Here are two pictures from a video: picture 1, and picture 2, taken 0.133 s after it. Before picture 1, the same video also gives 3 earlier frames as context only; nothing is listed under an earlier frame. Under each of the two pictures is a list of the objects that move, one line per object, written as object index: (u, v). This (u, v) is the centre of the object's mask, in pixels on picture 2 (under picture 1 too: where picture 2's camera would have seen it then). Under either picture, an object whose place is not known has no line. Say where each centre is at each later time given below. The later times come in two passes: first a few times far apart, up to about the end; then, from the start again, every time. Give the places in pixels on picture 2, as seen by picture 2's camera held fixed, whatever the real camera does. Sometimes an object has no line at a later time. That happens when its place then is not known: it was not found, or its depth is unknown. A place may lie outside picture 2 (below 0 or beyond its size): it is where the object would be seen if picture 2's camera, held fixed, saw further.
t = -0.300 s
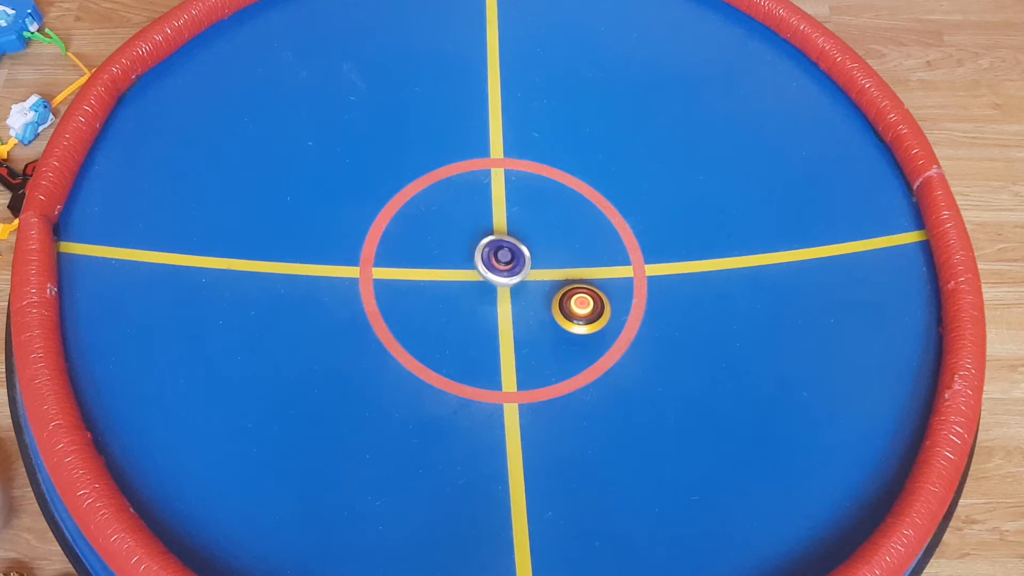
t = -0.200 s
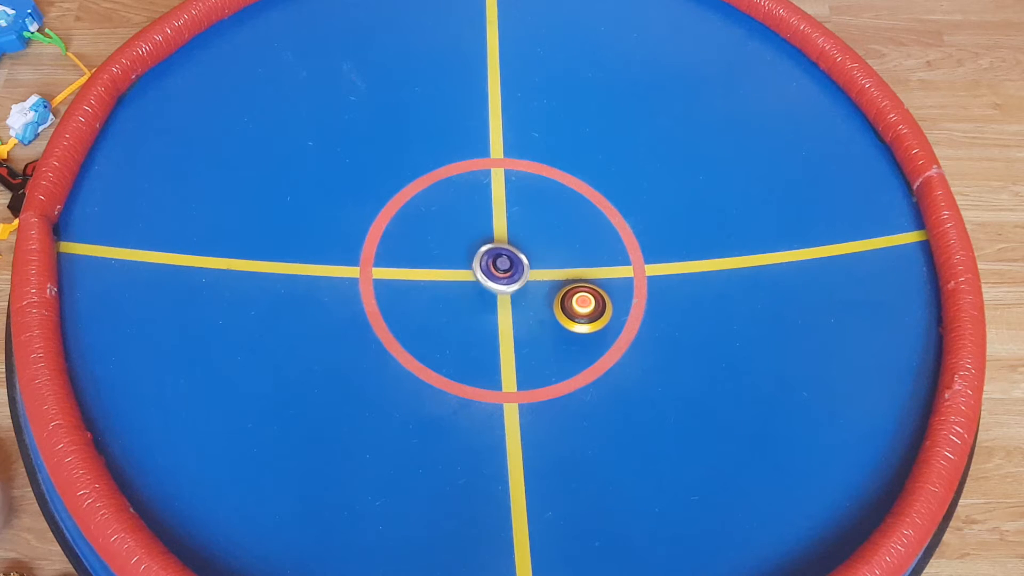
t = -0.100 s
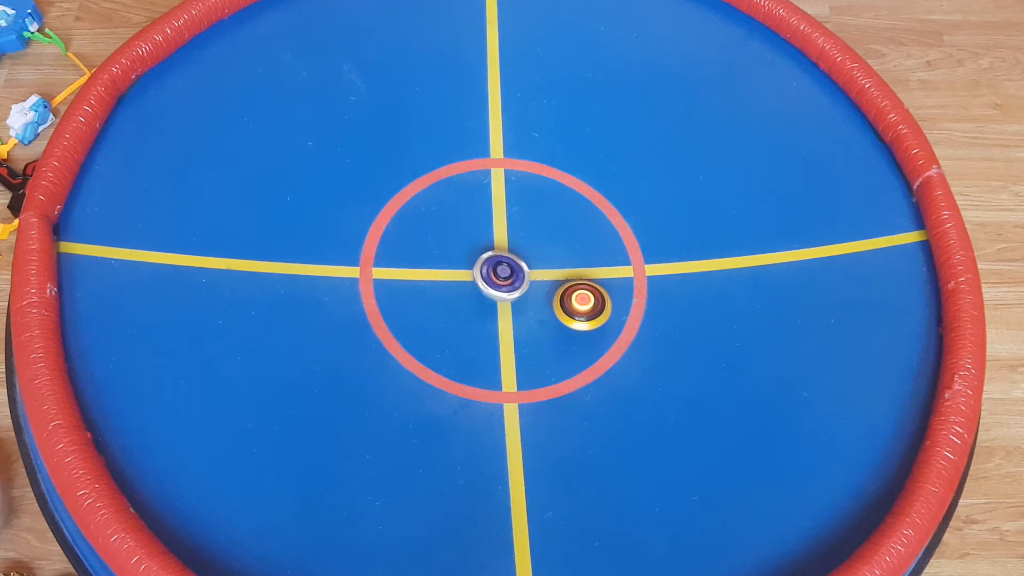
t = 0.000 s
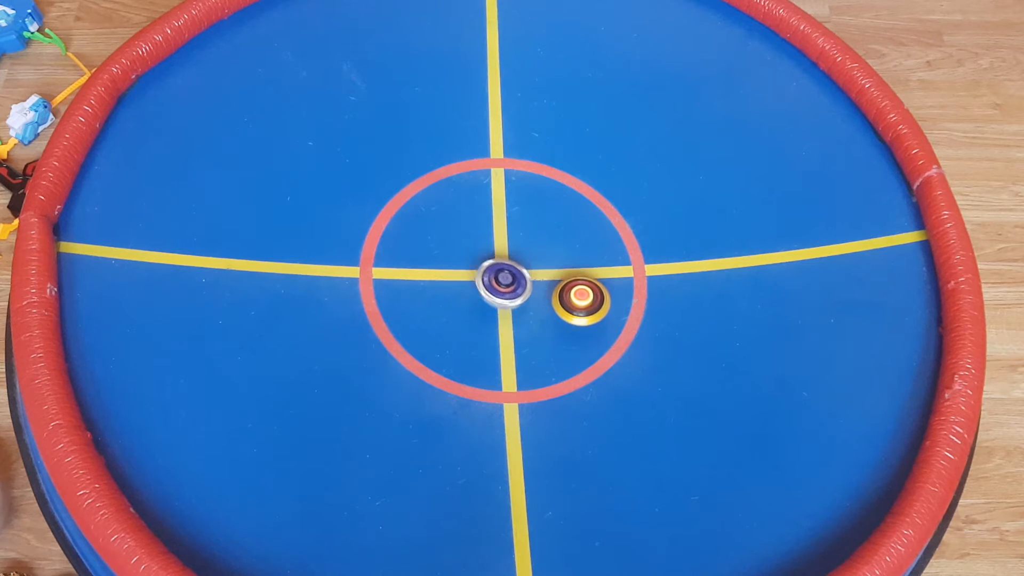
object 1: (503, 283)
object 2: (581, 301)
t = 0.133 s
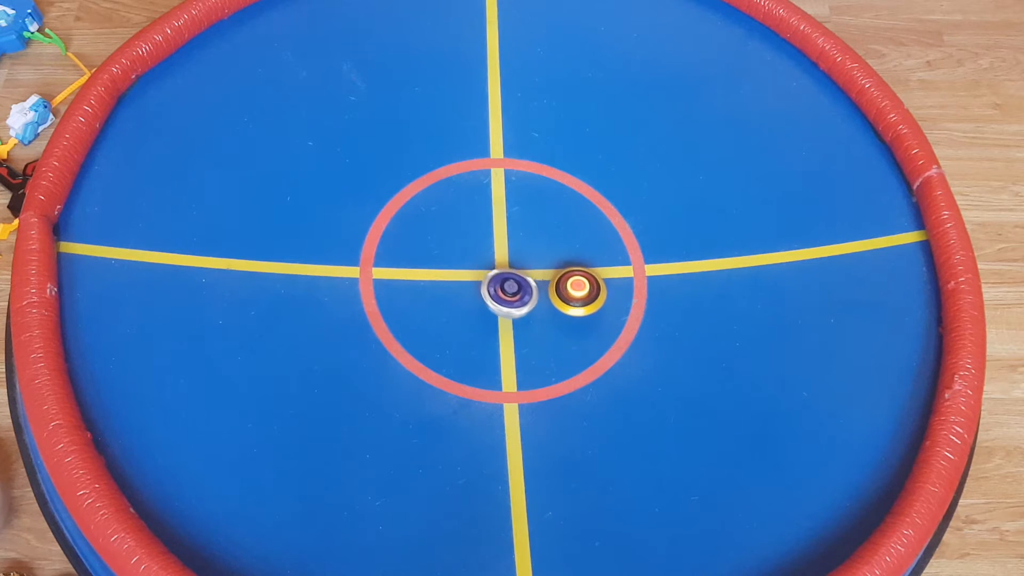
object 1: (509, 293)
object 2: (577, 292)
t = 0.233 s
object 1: (516, 298)
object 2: (575, 283)
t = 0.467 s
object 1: (534, 305)
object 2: (571, 263)
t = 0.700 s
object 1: (553, 303)
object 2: (570, 244)
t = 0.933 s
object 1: (571, 292)
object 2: (569, 234)
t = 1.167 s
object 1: (591, 298)
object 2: (552, 214)
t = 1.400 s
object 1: (606, 304)
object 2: (531, 186)
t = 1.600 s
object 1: (608, 300)
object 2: (514, 175)
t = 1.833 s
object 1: (601, 291)
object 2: (495, 176)
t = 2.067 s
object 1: (585, 281)
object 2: (480, 196)
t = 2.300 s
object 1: (564, 274)
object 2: (472, 224)
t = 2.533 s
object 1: (544, 271)
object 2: (475, 254)
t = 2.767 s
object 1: (553, 267)
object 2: (474, 281)
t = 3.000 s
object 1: (555, 275)
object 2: (499, 296)
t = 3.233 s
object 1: (584, 266)
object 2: (525, 331)
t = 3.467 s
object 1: (593, 256)
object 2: (563, 343)
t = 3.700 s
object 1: (593, 244)
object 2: (590, 341)
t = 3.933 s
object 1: (584, 235)
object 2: (610, 325)
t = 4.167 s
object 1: (568, 233)
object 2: (616, 300)
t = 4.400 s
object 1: (551, 237)
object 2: (607, 273)
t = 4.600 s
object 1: (519, 242)
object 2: (613, 258)
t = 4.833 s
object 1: (503, 251)
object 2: (613, 243)
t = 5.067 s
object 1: (499, 264)
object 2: (598, 233)
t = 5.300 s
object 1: (506, 276)
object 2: (572, 228)
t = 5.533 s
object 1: (521, 282)
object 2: (545, 229)
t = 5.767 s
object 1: (549, 306)
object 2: (508, 212)
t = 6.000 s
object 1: (568, 307)
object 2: (484, 204)
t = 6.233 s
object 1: (573, 292)
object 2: (463, 217)
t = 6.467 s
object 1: (565, 279)
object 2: (462, 240)
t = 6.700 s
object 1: (551, 273)
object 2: (481, 259)
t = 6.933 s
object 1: (594, 246)
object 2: (453, 289)
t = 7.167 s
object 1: (601, 239)
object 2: (453, 286)
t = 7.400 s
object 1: (607, 232)
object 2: (457, 261)
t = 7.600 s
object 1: (602, 229)
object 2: (451, 249)
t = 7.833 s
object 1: (591, 233)
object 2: (436, 244)
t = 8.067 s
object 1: (585, 242)
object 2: (427, 254)
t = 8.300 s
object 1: (586, 253)
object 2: (440, 268)
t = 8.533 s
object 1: (593, 262)
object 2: (461, 268)
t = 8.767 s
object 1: (605, 266)
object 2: (472, 255)
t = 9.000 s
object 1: (615, 262)
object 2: (470, 241)
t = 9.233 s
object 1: (613, 256)
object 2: (455, 235)
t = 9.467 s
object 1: (602, 256)
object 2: (442, 245)
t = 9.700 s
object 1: (591, 262)
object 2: (450, 259)
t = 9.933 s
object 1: (586, 271)
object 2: (469, 263)
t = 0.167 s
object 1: (511, 294)
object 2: (577, 289)
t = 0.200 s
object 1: (513, 296)
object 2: (576, 286)
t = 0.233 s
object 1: (516, 298)
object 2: (575, 283)
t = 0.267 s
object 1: (518, 300)
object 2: (575, 280)
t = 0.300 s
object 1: (521, 301)
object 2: (574, 277)
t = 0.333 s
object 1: (524, 302)
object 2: (573, 275)
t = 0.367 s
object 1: (526, 303)
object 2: (572, 272)
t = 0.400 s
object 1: (529, 304)
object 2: (571, 269)
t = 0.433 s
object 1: (532, 305)
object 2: (571, 266)
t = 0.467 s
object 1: (534, 305)
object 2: (571, 263)
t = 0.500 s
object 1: (537, 306)
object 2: (571, 260)
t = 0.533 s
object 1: (540, 306)
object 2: (570, 258)
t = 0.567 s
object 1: (542, 306)
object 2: (570, 254)
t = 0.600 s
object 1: (545, 305)
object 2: (570, 252)
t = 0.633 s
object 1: (548, 305)
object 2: (570, 249)
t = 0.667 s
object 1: (551, 304)
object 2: (569, 247)
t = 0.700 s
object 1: (553, 303)
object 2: (570, 244)
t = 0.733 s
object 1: (556, 302)
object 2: (570, 242)
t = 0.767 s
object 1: (559, 301)
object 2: (570, 240)
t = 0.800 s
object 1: (561, 300)
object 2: (570, 238)
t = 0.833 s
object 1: (564, 299)
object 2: (570, 237)
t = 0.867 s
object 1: (567, 297)
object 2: (570, 236)
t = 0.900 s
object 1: (569, 294)
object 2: (570, 235)
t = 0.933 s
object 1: (571, 292)
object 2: (569, 234)
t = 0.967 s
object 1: (572, 290)
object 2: (569, 234)
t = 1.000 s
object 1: (574, 288)
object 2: (568, 233)
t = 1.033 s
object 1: (575, 286)
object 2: (568, 233)
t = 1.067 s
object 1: (576, 283)
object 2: (567, 233)
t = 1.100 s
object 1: (578, 281)
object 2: (566, 233)
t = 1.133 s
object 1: (585, 289)
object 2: (559, 223)
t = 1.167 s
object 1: (591, 298)
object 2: (552, 214)
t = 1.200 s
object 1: (595, 303)
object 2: (548, 207)
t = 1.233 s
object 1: (598, 304)
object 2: (544, 202)
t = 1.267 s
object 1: (600, 305)
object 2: (541, 198)
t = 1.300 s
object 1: (602, 305)
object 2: (539, 195)
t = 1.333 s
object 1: (604, 304)
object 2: (536, 192)
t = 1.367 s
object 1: (605, 304)
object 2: (534, 188)
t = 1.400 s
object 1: (606, 304)
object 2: (531, 186)
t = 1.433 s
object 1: (607, 303)
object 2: (529, 184)
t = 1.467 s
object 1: (608, 303)
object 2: (526, 181)
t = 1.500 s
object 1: (609, 302)
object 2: (523, 179)
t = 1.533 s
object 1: (609, 301)
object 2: (520, 178)
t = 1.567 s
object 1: (608, 301)
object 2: (517, 176)
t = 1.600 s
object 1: (608, 300)
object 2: (514, 175)
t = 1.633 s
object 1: (608, 299)
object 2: (510, 174)
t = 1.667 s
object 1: (607, 298)
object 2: (507, 173)
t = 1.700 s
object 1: (606, 297)
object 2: (505, 173)
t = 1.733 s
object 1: (605, 296)
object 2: (502, 173)
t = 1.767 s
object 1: (604, 295)
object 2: (500, 174)
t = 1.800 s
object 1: (602, 293)
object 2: (498, 175)
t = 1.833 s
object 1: (601, 291)
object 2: (495, 176)
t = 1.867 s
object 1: (599, 290)
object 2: (493, 178)
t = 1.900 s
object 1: (597, 288)
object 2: (491, 180)
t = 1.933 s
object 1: (594, 287)
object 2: (489, 183)
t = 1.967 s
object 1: (592, 285)
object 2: (486, 186)
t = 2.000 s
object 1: (589, 284)
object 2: (484, 189)
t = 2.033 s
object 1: (587, 282)
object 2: (482, 193)
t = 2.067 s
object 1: (585, 281)
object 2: (480, 196)
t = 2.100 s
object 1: (582, 280)
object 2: (479, 200)
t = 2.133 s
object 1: (579, 279)
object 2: (477, 204)
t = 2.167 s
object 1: (576, 278)
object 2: (476, 207)
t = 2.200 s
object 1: (573, 277)
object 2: (475, 211)
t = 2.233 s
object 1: (570, 275)
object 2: (473, 216)
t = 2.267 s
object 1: (567, 275)
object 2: (473, 220)
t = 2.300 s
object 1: (564, 274)
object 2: (472, 224)
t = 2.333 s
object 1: (561, 273)
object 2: (472, 228)
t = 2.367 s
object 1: (558, 273)
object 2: (472, 233)
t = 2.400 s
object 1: (556, 272)
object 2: (472, 237)
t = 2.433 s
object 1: (553, 271)
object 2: (473, 241)
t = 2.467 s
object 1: (550, 271)
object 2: (473, 245)
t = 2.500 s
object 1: (547, 271)
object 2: (474, 250)
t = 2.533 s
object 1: (544, 271)
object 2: (475, 254)
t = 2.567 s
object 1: (541, 271)
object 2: (477, 259)
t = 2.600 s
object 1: (538, 271)
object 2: (478, 263)
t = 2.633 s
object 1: (539, 270)
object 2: (478, 268)
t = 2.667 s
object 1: (543, 269)
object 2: (475, 271)
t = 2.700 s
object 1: (548, 267)
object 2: (474, 275)
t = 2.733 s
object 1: (552, 266)
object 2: (474, 278)
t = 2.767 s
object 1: (553, 267)
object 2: (474, 281)
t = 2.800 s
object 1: (553, 268)
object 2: (475, 283)
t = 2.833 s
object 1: (554, 269)
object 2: (477, 285)
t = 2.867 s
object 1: (554, 271)
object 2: (481, 287)
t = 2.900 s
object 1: (554, 272)
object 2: (485, 289)
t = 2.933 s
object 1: (555, 273)
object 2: (490, 292)
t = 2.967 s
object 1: (555, 274)
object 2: (494, 294)
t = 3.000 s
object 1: (555, 275)
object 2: (499, 296)
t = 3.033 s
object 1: (557, 275)
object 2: (502, 300)
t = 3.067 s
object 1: (564, 271)
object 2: (501, 307)
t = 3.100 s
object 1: (570, 269)
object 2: (502, 314)
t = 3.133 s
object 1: (576, 268)
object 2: (506, 320)
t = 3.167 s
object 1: (580, 268)
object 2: (512, 326)
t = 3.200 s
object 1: (582, 267)
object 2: (519, 329)
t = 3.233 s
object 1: (584, 266)
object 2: (525, 331)
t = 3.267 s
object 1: (585, 265)
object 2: (532, 333)
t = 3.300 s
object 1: (587, 263)
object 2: (539, 335)
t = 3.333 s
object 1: (588, 262)
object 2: (543, 337)
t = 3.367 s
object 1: (589, 260)
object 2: (548, 339)
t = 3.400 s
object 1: (590, 259)
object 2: (553, 341)
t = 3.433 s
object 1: (592, 257)
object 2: (558, 342)
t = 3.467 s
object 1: (593, 256)
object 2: (563, 343)
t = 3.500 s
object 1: (593, 254)
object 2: (567, 344)
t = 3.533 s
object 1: (594, 253)
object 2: (571, 344)
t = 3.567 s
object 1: (594, 251)
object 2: (575, 344)
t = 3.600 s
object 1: (594, 249)
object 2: (579, 344)
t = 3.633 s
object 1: (594, 247)
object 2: (583, 343)
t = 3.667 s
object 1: (594, 246)
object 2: (587, 343)
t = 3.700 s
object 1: (593, 244)
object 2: (590, 341)
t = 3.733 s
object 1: (592, 242)
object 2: (594, 340)
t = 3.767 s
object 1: (592, 241)
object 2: (597, 338)
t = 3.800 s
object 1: (591, 240)
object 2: (600, 336)
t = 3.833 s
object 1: (589, 238)
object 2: (603, 333)
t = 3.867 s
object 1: (588, 237)
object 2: (605, 330)
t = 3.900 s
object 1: (586, 236)
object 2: (608, 327)
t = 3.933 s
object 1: (584, 235)
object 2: (610, 325)
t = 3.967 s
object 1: (582, 235)
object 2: (612, 321)
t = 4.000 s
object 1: (580, 234)
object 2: (613, 318)
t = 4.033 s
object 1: (578, 234)
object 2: (614, 315)
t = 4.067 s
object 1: (576, 233)
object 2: (615, 311)
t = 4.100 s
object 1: (573, 233)
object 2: (616, 308)
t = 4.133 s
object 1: (570, 233)
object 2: (616, 304)
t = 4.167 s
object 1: (568, 233)
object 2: (616, 300)
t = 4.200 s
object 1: (566, 233)
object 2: (616, 297)
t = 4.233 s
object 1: (563, 233)
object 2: (615, 292)
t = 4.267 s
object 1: (561, 234)
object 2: (614, 288)
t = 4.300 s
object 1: (558, 234)
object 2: (613, 285)
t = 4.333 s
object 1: (556, 235)
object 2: (611, 281)
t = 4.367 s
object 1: (554, 236)
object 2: (610, 277)
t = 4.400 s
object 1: (551, 237)
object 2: (607, 273)
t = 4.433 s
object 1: (549, 239)
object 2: (605, 270)
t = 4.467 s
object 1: (547, 240)
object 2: (602, 266)
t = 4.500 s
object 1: (545, 241)
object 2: (599, 263)
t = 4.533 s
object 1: (534, 241)
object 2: (606, 262)
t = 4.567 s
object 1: (525, 241)
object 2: (612, 261)
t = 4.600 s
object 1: (519, 242)
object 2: (613, 258)
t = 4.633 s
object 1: (515, 243)
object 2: (615, 257)
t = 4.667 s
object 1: (512, 245)
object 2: (615, 254)
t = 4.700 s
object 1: (509, 246)
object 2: (615, 251)
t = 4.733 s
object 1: (508, 247)
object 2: (615, 250)
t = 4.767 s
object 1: (506, 248)
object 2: (614, 247)
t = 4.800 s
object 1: (505, 250)
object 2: (614, 245)
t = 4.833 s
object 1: (503, 251)
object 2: (613, 243)
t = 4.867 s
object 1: (503, 253)
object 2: (612, 242)
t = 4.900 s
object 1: (501, 254)
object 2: (610, 240)
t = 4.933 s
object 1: (500, 256)
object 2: (608, 238)
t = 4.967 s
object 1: (500, 258)
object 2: (606, 237)
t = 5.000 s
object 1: (499, 260)
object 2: (603, 236)
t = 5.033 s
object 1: (499, 262)
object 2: (601, 234)
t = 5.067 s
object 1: (499, 264)
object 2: (598, 233)
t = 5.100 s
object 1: (499, 266)
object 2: (594, 232)
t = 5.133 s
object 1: (500, 268)
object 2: (591, 231)
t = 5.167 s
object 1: (501, 270)
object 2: (587, 230)
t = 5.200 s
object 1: (502, 272)
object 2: (584, 229)
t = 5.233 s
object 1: (503, 274)
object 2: (580, 229)
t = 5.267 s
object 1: (504, 275)
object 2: (576, 228)
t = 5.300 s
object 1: (506, 276)
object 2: (572, 228)
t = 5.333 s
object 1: (508, 278)
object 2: (568, 227)
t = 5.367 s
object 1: (510, 279)
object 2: (565, 227)
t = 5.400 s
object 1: (512, 280)
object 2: (560, 227)
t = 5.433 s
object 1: (514, 281)
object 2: (557, 227)
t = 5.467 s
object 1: (517, 281)
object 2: (553, 228)
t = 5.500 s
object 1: (519, 282)
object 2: (549, 228)
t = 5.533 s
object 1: (521, 282)
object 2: (545, 229)
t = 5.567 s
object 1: (523, 282)
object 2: (541, 229)
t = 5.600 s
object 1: (526, 282)
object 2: (538, 231)
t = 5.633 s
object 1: (528, 282)
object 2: (534, 232)
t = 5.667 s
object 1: (530, 282)
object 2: (531, 234)
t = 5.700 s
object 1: (537, 291)
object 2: (523, 226)
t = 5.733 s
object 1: (543, 301)
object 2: (515, 217)
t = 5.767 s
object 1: (549, 306)
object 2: (508, 212)
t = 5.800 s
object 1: (553, 310)
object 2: (504, 209)
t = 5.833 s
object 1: (557, 311)
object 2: (500, 208)
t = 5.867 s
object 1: (559, 311)
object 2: (497, 206)
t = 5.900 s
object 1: (562, 310)
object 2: (495, 205)
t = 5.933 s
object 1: (564, 309)
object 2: (491, 204)
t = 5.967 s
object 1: (566, 308)
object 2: (488, 204)
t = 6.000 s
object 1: (568, 307)
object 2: (484, 204)
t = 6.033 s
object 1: (570, 305)
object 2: (481, 203)
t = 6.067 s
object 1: (571, 304)
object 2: (477, 205)
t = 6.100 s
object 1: (572, 302)
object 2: (475, 205)
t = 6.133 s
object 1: (573, 299)
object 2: (469, 209)
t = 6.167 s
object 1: (574, 297)
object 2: (466, 212)
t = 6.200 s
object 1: (574, 294)
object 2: (465, 214)
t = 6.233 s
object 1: (573, 292)
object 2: (463, 217)
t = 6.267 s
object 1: (573, 290)
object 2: (462, 219)
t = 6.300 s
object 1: (572, 288)
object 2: (461, 223)
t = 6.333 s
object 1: (571, 286)
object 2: (460, 226)
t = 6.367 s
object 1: (570, 284)
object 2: (460, 230)
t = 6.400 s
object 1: (568, 282)
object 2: (460, 233)
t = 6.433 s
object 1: (566, 281)
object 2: (461, 237)
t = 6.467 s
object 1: (565, 279)
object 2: (462, 240)
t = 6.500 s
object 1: (563, 278)
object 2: (464, 243)
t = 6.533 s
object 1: (561, 277)
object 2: (466, 246)
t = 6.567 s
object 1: (559, 275)
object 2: (468, 249)
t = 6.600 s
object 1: (558, 275)
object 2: (470, 252)
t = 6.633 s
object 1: (556, 274)
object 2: (474, 255)
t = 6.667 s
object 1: (553, 273)
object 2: (477, 257)
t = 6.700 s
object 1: (551, 273)
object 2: (481, 259)
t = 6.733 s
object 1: (549, 272)
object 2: (485, 261)
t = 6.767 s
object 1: (547, 272)
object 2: (489, 262)
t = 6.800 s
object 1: (558, 265)
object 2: (478, 269)
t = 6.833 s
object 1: (571, 260)
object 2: (470, 272)
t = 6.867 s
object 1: (582, 254)
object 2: (462, 277)
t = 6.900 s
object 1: (591, 251)
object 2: (454, 290)
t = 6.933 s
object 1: (594, 246)
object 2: (453, 289)
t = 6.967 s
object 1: (596, 245)
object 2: (452, 295)
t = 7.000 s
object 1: (596, 244)
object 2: (451, 299)
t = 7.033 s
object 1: (596, 242)
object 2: (449, 296)
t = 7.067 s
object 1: (598, 241)
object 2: (450, 296)
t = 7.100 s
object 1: (599, 241)
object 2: (451, 292)
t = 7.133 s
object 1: (600, 240)
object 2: (452, 290)
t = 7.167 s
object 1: (601, 239)
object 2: (453, 286)
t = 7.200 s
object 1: (603, 238)
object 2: (454, 282)
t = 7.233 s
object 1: (604, 237)
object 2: (455, 277)
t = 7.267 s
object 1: (605, 236)
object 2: (456, 274)
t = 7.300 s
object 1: (606, 235)
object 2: (457, 270)
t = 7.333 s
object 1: (606, 234)
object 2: (457, 267)
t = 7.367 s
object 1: (607, 233)
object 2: (457, 264)
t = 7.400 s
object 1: (607, 232)
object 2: (457, 261)
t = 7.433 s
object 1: (606, 231)
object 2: (456, 259)
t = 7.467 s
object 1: (606, 230)
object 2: (456, 257)
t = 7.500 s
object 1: (605, 230)
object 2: (455, 254)
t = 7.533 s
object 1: (604, 229)
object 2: (454, 252)
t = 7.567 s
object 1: (603, 229)
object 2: (452, 250)
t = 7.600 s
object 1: (602, 229)
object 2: (451, 249)
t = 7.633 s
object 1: (600, 229)
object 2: (449, 247)
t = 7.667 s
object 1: (599, 229)
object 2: (447, 246)
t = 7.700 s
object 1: (597, 229)
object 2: (445, 245)
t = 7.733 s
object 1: (596, 230)
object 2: (443, 244)
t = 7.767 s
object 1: (594, 231)
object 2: (441, 244)
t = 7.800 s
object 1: (592, 232)
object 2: (438, 243)
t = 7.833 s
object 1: (591, 233)
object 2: (436, 244)
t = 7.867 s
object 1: (590, 234)
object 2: (434, 244)
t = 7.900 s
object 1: (588, 236)
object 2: (432, 245)
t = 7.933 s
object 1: (588, 237)
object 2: (431, 247)
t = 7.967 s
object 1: (586, 238)
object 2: (429, 248)
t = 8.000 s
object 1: (586, 239)
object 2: (428, 250)
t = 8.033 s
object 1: (585, 241)
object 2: (428, 252)
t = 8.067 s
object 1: (585, 242)
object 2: (427, 254)
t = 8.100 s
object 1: (585, 244)
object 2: (428, 257)
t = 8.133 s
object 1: (584, 246)
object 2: (429, 259)
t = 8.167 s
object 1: (584, 247)
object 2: (431, 262)
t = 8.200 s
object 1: (584, 249)
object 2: (433, 264)
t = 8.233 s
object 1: (585, 250)
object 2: (435, 265)
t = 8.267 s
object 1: (585, 252)
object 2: (438, 267)
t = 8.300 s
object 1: (586, 253)
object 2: (440, 268)
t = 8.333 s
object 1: (586, 255)
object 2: (444, 270)
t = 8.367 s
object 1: (587, 256)
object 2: (447, 270)
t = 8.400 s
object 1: (588, 258)
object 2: (450, 270)
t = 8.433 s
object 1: (589, 259)
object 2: (454, 270)
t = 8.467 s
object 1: (590, 260)
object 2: (456, 270)
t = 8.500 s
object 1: (592, 261)
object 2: (459, 269)
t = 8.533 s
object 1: (593, 262)
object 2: (461, 268)
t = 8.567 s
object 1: (595, 263)
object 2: (464, 267)
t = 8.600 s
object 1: (596, 264)
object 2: (466, 265)
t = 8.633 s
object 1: (598, 264)
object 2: (467, 263)
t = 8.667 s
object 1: (600, 265)
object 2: (470, 262)
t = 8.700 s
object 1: (602, 265)
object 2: (471, 259)
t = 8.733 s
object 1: (604, 265)
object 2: (471, 257)
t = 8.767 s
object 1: (605, 266)
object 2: (472, 255)
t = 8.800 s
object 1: (607, 265)
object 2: (472, 253)
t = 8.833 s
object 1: (609, 265)
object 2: (473, 251)
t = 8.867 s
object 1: (610, 265)
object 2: (472, 249)
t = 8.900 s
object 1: (612, 264)
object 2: (473, 247)
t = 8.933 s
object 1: (613, 264)
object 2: (472, 244)
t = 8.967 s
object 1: (614, 263)
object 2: (471, 243)
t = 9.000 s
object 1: (615, 262)
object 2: (470, 241)
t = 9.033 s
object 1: (616, 261)
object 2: (468, 240)
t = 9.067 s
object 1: (616, 260)
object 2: (467, 238)
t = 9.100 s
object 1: (616, 259)
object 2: (464, 236)
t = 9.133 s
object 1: (616, 258)
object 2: (462, 236)
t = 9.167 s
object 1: (615, 258)
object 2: (460, 235)
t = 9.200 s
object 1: (614, 257)
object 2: (457, 235)
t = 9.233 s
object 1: (613, 256)
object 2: (455, 235)
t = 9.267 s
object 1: (612, 256)
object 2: (452, 235)
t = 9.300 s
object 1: (611, 255)
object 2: (449, 236)
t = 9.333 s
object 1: (609, 255)
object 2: (448, 237)
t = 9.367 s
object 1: (607, 255)
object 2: (446, 239)
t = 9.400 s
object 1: (606, 255)
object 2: (445, 240)
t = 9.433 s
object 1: (603, 255)
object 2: (443, 242)
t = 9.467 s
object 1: (602, 256)
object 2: (442, 245)
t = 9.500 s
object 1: (600, 256)
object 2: (443, 246)
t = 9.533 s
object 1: (598, 257)
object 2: (442, 249)
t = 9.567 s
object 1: (596, 258)
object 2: (443, 251)
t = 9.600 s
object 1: (595, 259)
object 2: (444, 253)
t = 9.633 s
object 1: (593, 260)
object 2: (446, 256)
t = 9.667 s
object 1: (592, 261)
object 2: (448, 257)
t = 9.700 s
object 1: (591, 262)
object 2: (450, 259)
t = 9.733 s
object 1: (590, 263)
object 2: (453, 261)
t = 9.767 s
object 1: (589, 264)
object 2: (455, 262)
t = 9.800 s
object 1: (588, 266)
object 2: (458, 263)
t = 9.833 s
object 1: (587, 267)
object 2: (461, 263)
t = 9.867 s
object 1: (587, 268)
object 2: (463, 263)
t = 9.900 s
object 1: (587, 270)
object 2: (467, 264)
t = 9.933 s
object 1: (586, 271)
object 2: (469, 263)
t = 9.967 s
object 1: (586, 273)
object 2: (471, 263)
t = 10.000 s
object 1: (586, 275)
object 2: (474, 261)
